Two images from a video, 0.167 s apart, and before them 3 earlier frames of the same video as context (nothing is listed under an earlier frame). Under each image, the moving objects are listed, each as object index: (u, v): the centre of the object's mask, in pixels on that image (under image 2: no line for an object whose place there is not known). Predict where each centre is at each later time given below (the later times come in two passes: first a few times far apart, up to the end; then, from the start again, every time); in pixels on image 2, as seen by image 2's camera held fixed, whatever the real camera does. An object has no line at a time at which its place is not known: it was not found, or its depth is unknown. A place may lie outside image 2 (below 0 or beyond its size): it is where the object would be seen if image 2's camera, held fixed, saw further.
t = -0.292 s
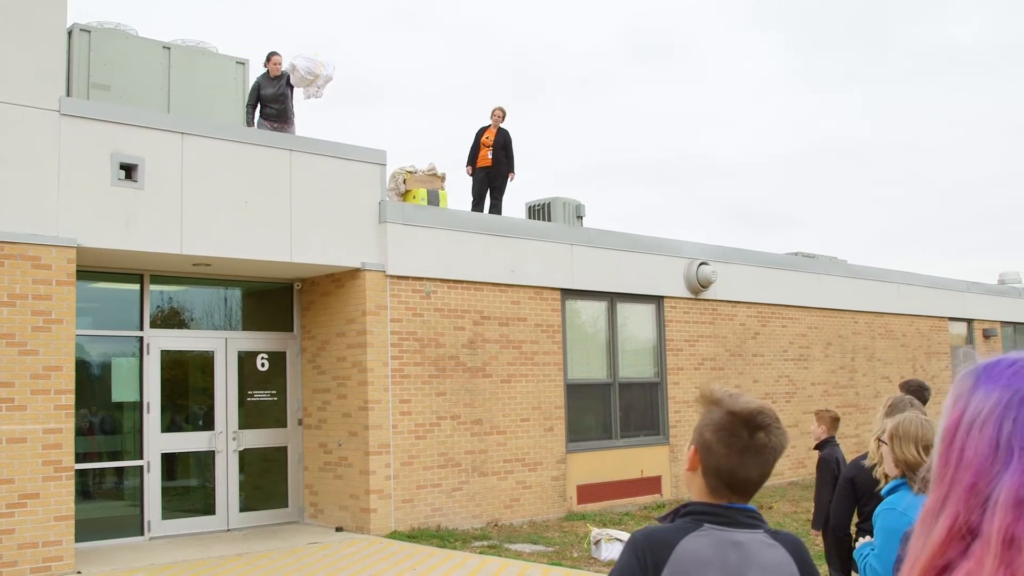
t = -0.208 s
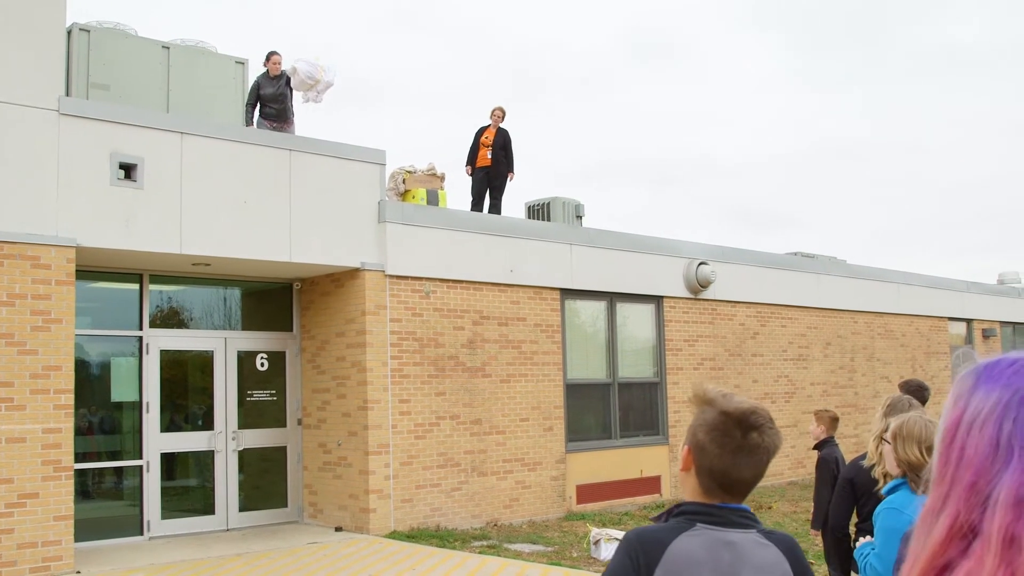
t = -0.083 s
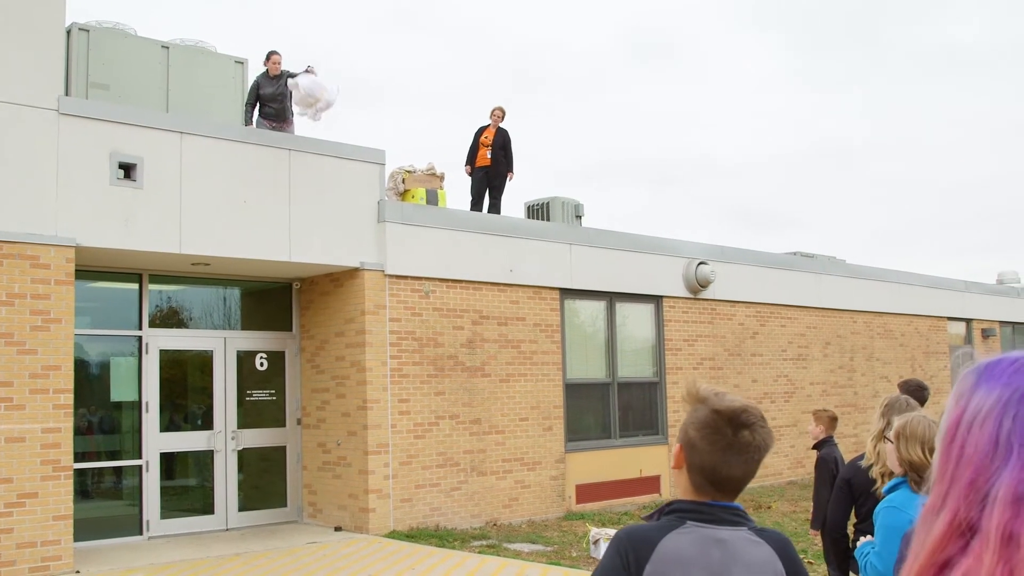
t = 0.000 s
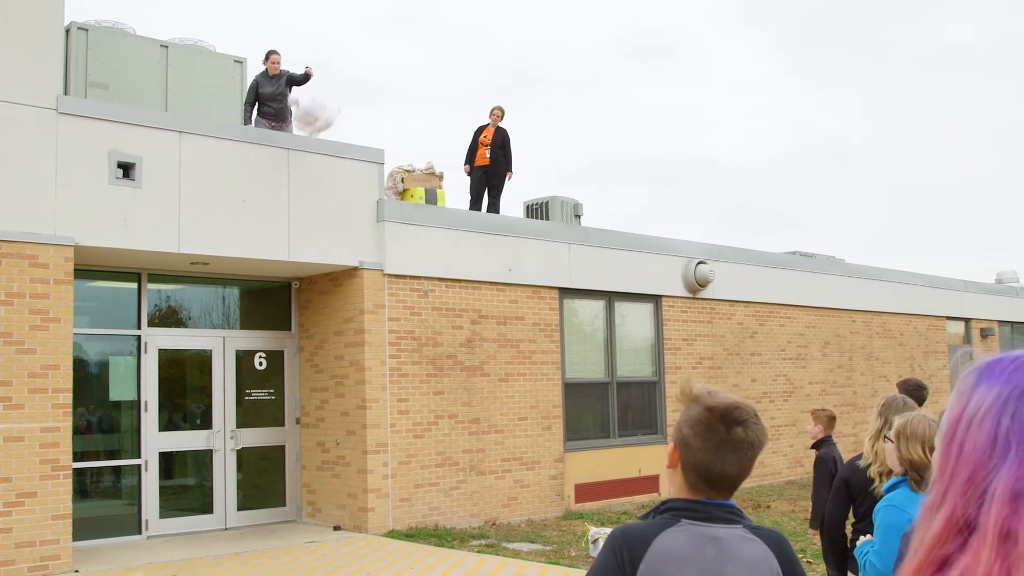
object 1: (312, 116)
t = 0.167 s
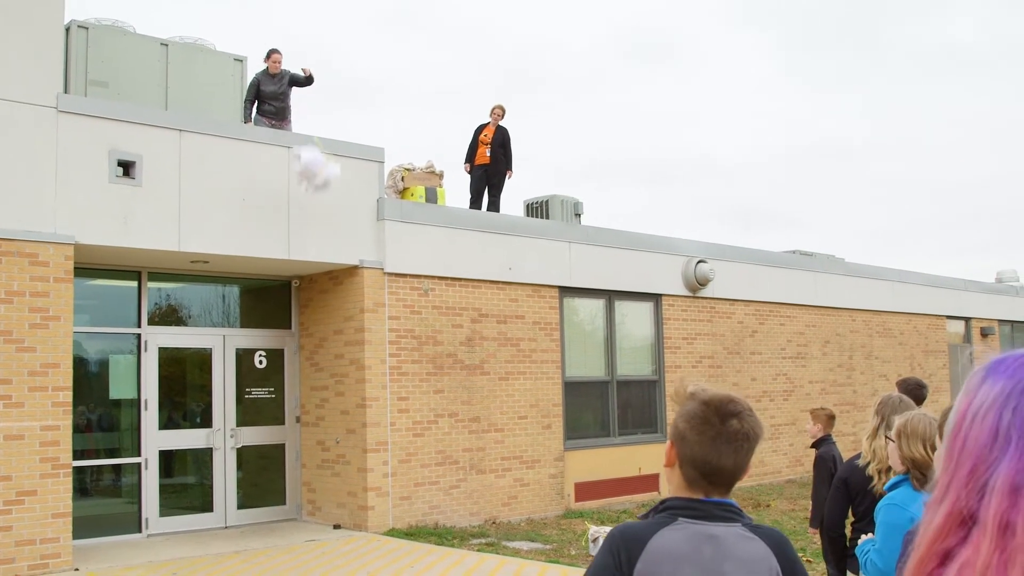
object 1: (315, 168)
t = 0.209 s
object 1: (315, 186)
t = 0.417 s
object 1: (314, 304)
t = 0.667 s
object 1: (311, 498)
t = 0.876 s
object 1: (294, 523)
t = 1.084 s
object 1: (272, 529)
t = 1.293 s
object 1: (248, 545)
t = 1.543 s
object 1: (241, 548)
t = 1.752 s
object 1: (238, 548)
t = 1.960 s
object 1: (240, 548)
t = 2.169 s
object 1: (239, 549)
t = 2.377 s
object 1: (239, 548)
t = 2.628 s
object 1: (239, 548)
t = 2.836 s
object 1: (239, 548)
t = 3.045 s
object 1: (239, 548)
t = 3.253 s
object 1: (239, 548)
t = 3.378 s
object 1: (239, 548)
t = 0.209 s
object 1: (315, 186)
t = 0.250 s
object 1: (316, 206)
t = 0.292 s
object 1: (315, 227)
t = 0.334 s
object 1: (315, 255)
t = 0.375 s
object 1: (315, 279)
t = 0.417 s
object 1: (314, 304)
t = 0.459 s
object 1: (314, 332)
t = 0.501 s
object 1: (314, 362)
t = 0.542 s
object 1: (314, 394)
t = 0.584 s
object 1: (313, 427)
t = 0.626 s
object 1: (312, 462)
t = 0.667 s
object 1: (311, 498)
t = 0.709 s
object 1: (310, 534)
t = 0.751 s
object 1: (307, 538)
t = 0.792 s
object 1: (303, 532)
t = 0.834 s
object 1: (299, 527)
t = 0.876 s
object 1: (294, 523)
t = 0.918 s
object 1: (289, 521)
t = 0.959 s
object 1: (285, 520)
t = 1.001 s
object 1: (280, 523)
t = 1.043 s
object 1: (275, 527)
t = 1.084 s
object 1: (272, 529)
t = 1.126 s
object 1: (268, 532)
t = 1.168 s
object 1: (261, 536)
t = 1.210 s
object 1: (255, 541)
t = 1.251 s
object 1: (251, 543)
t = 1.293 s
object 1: (248, 545)
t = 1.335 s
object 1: (247, 545)
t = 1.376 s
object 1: (246, 545)
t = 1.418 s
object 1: (245, 546)
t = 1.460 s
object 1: (244, 547)
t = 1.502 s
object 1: (243, 547)
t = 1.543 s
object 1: (241, 548)
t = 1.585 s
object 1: (239, 548)
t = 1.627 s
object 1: (238, 548)
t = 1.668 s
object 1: (238, 548)
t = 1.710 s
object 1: (238, 548)
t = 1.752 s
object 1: (238, 548)
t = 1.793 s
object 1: (239, 548)
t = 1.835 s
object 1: (239, 548)
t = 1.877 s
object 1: (240, 548)
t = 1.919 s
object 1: (240, 548)
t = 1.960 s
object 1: (240, 548)
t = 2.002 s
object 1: (239, 549)
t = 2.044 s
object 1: (239, 549)
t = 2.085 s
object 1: (239, 549)
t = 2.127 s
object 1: (239, 549)
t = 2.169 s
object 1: (239, 549)
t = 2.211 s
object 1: (239, 549)
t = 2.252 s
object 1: (239, 548)
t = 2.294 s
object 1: (239, 548)
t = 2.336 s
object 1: (239, 548)
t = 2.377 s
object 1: (239, 548)
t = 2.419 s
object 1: (239, 548)
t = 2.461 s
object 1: (240, 548)
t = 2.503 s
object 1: (239, 548)
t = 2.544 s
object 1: (239, 548)
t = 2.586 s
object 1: (239, 548)
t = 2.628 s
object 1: (239, 548)
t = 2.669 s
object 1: (239, 548)
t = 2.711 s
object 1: (239, 548)
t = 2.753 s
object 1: (239, 548)
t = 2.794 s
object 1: (239, 548)
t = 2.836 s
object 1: (239, 548)
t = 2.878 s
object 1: (239, 548)
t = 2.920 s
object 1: (239, 548)
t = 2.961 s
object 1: (239, 548)
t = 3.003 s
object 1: (239, 548)
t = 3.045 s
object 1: (239, 548)
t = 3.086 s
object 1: (239, 548)
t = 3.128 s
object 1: (239, 548)
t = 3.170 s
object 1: (239, 548)
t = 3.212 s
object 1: (239, 548)
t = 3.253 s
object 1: (239, 548)
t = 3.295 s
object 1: (239, 548)
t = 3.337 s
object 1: (240, 548)
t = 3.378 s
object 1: (239, 548)
